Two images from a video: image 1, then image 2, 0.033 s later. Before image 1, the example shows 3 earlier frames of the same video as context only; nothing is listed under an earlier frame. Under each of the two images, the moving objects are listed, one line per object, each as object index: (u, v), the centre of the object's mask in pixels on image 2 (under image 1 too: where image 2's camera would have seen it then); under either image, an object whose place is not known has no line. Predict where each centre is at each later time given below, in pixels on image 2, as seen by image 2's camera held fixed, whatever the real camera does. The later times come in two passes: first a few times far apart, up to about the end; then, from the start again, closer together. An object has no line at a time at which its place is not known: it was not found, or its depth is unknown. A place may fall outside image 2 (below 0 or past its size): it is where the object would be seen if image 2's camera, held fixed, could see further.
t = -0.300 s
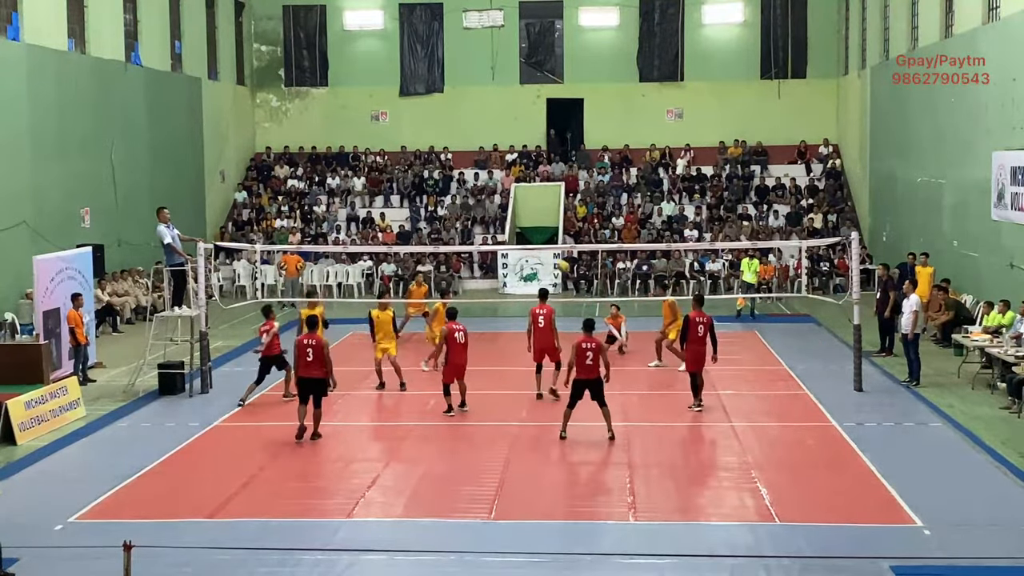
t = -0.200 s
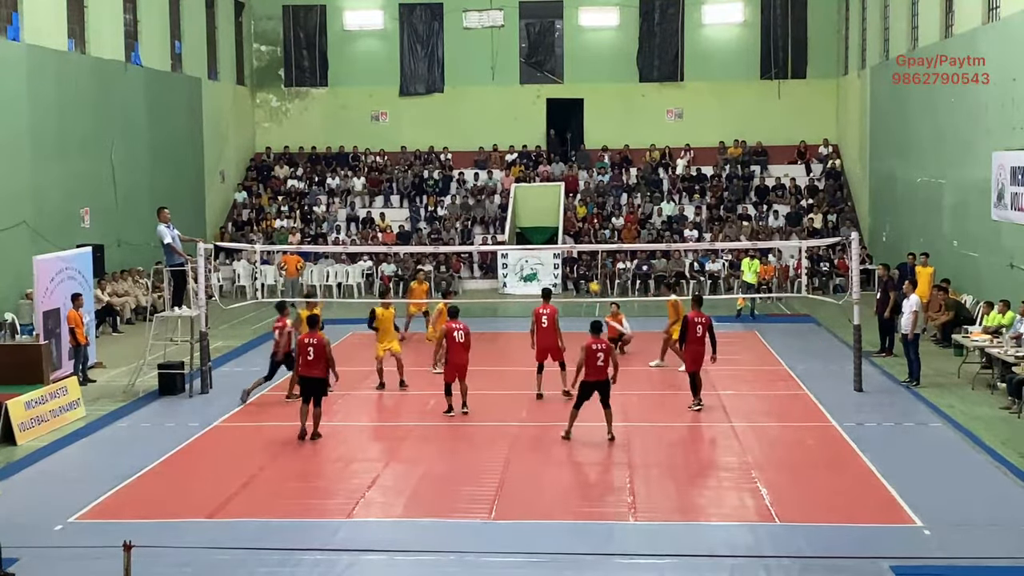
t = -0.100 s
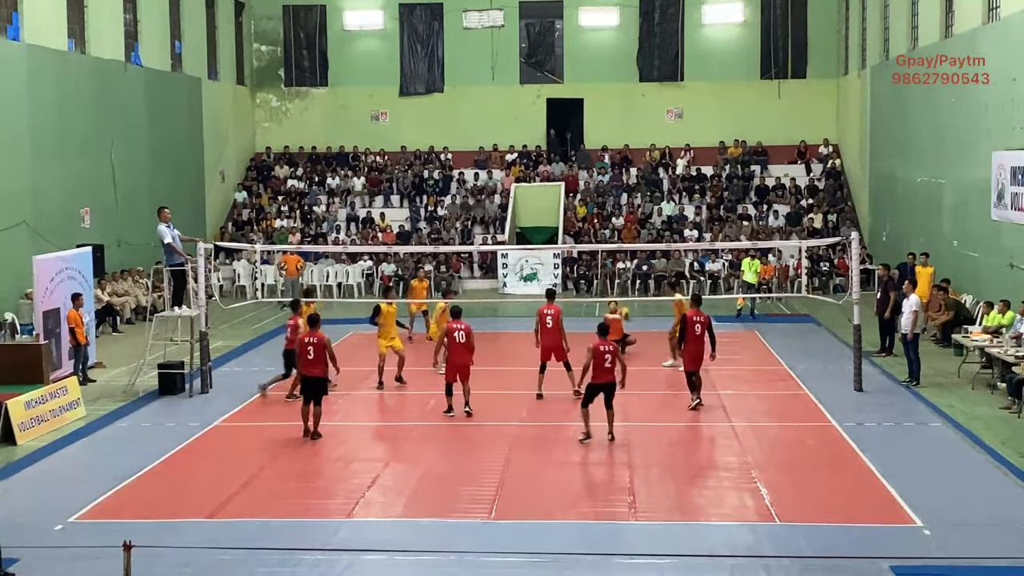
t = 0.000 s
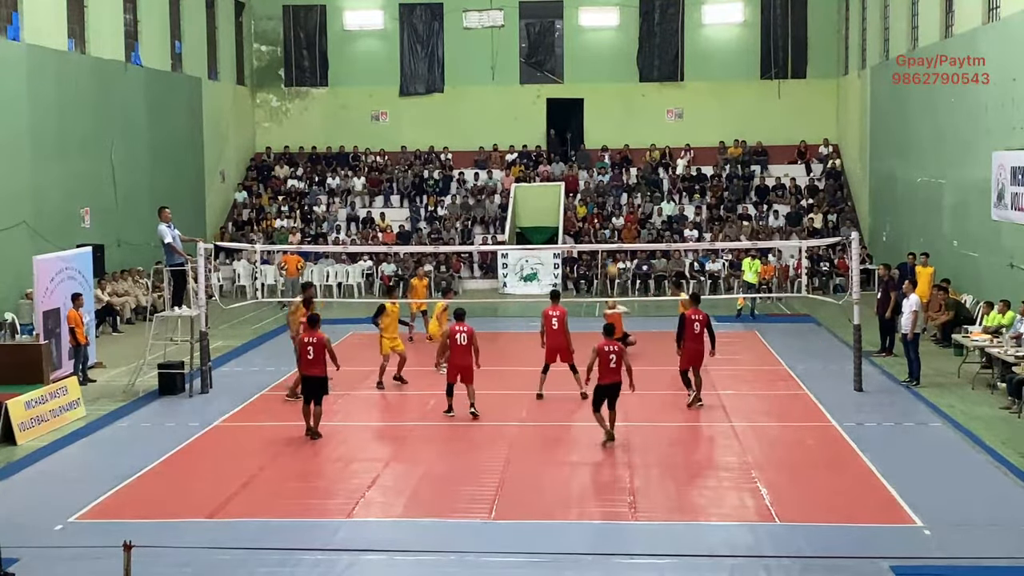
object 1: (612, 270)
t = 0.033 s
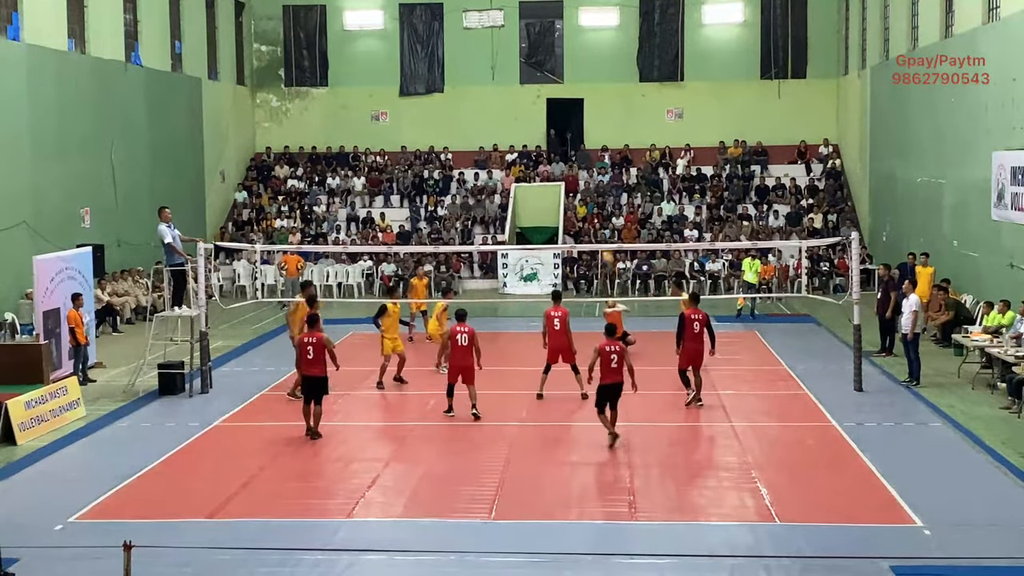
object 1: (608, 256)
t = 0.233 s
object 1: (582, 186)
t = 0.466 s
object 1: (553, 133)
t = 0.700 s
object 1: (524, 108)
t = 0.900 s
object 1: (500, 109)
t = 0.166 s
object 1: (591, 207)
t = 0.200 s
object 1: (586, 197)
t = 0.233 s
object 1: (582, 186)
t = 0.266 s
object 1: (577, 177)
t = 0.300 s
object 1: (573, 168)
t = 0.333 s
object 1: (570, 161)
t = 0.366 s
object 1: (565, 153)
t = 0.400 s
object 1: (561, 146)
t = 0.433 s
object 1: (556, 138)
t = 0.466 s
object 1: (553, 133)
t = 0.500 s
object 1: (549, 128)
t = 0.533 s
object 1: (545, 123)
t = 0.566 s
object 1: (541, 119)
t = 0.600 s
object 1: (537, 116)
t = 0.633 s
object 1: (532, 112)
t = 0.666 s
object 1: (528, 110)
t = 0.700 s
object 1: (524, 108)
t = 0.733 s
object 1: (520, 106)
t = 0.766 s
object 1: (517, 105)
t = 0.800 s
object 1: (512, 105)
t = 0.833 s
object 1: (508, 106)
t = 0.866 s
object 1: (504, 106)
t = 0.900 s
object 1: (500, 109)
